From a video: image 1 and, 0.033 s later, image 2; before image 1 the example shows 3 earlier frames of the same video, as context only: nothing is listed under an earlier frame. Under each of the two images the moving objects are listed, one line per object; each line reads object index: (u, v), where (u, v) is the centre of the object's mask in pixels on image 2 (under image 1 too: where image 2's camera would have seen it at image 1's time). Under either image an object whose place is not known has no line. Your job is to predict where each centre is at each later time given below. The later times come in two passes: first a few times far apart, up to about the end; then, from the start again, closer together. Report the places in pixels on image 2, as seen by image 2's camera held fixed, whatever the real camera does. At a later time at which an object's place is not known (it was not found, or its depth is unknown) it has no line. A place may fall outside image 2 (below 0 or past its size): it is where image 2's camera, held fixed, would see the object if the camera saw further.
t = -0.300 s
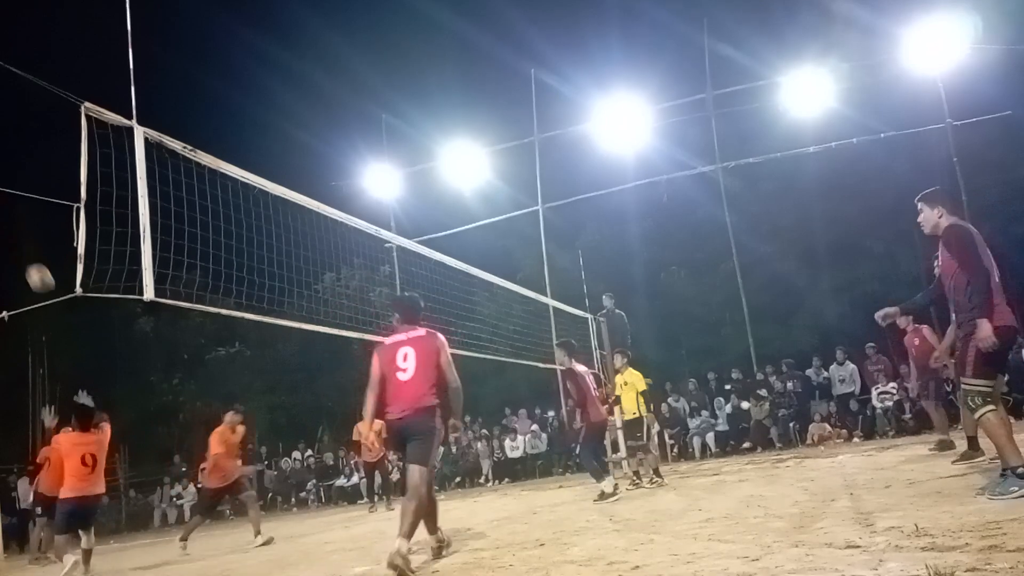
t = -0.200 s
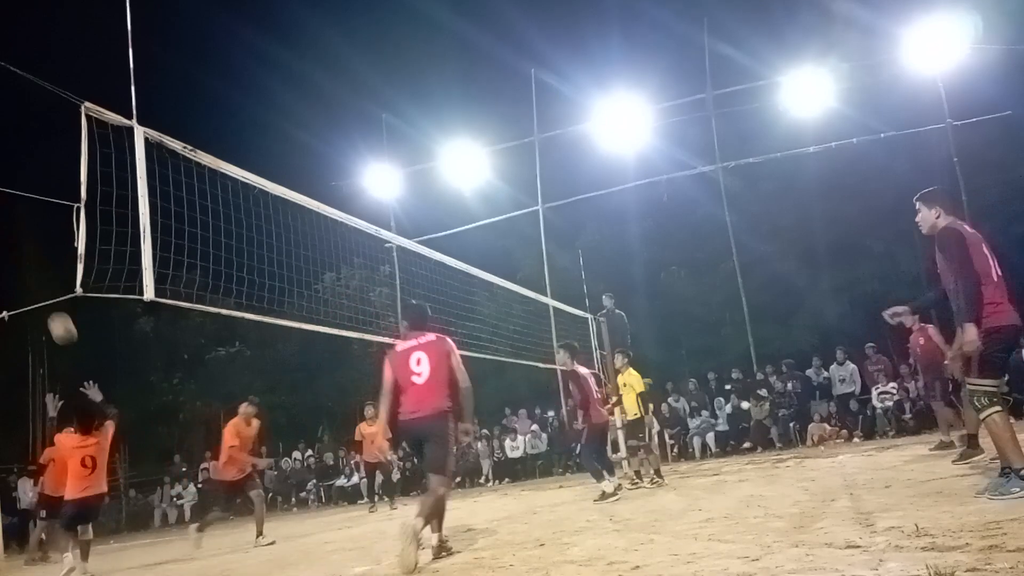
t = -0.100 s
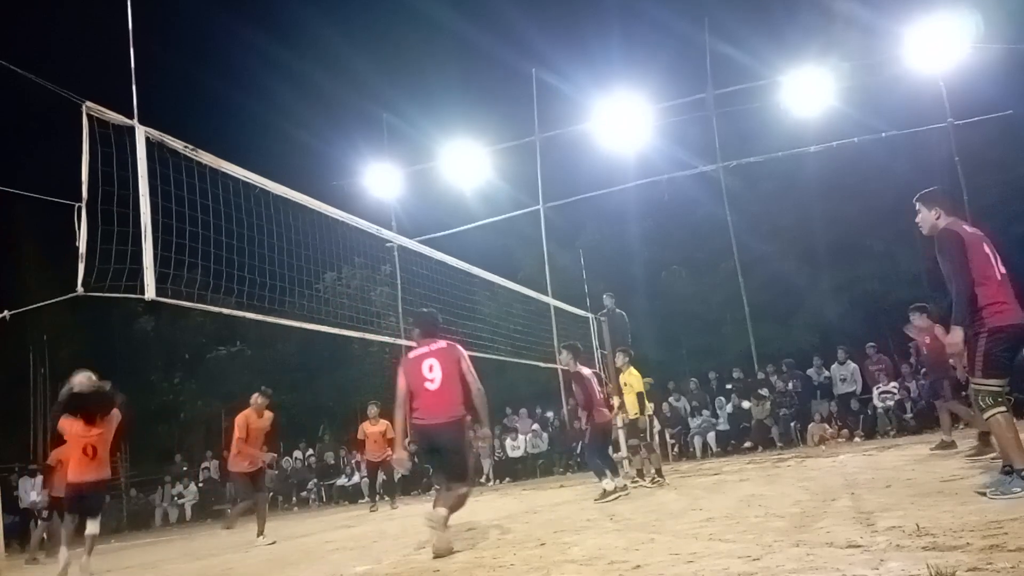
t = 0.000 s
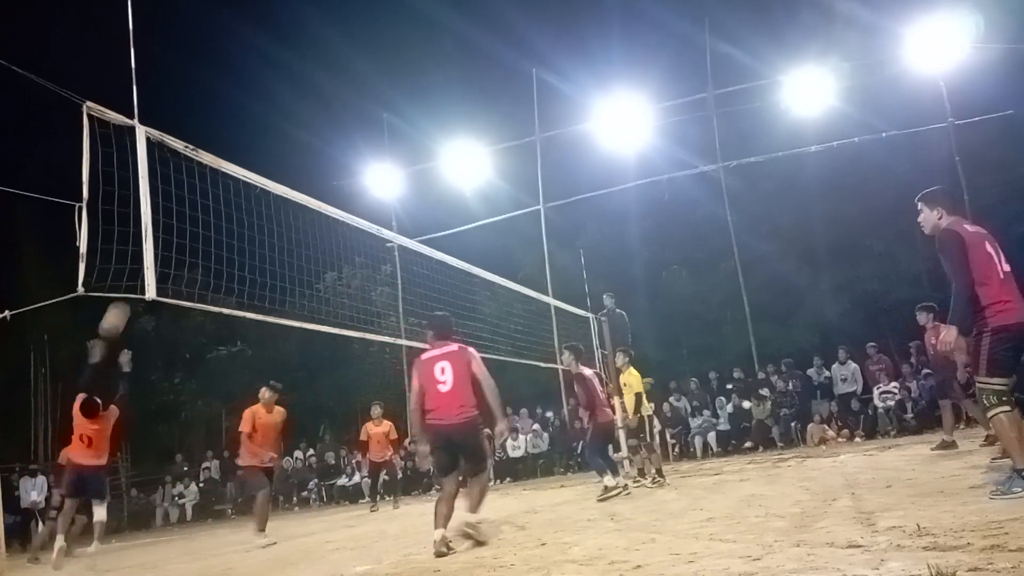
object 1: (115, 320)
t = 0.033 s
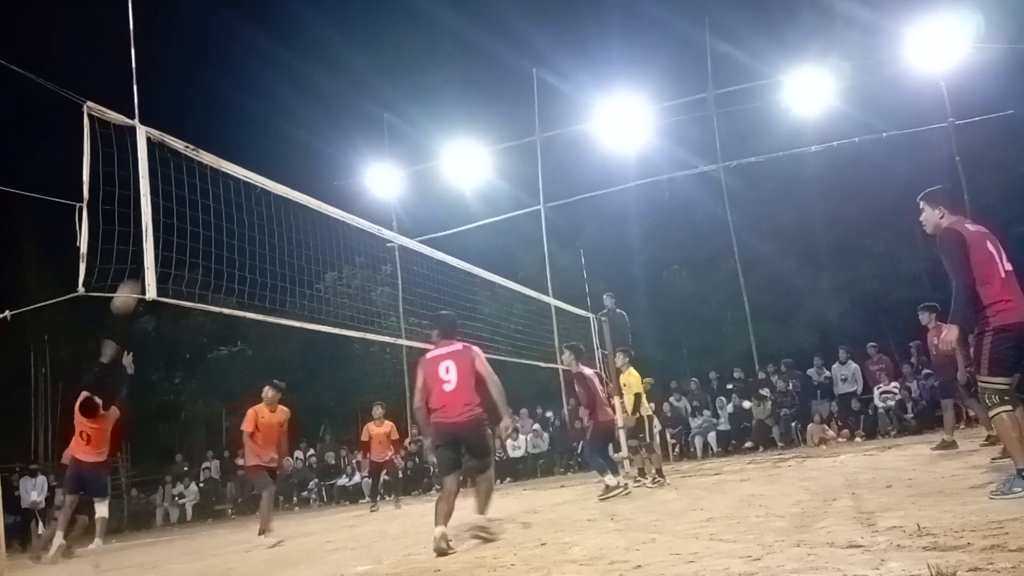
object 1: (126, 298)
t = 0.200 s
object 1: (180, 204)
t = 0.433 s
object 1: (248, 125)
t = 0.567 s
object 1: (286, 103)
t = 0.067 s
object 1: (134, 277)
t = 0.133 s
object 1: (162, 235)
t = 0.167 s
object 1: (169, 221)
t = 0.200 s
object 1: (180, 204)
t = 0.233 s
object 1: (190, 189)
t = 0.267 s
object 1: (200, 177)
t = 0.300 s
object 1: (209, 166)
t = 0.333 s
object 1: (222, 150)
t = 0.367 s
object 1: (229, 143)
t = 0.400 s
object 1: (239, 134)
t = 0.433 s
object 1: (248, 125)
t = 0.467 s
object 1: (258, 119)
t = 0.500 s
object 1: (267, 113)
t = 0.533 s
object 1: (276, 108)
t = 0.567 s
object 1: (286, 103)
